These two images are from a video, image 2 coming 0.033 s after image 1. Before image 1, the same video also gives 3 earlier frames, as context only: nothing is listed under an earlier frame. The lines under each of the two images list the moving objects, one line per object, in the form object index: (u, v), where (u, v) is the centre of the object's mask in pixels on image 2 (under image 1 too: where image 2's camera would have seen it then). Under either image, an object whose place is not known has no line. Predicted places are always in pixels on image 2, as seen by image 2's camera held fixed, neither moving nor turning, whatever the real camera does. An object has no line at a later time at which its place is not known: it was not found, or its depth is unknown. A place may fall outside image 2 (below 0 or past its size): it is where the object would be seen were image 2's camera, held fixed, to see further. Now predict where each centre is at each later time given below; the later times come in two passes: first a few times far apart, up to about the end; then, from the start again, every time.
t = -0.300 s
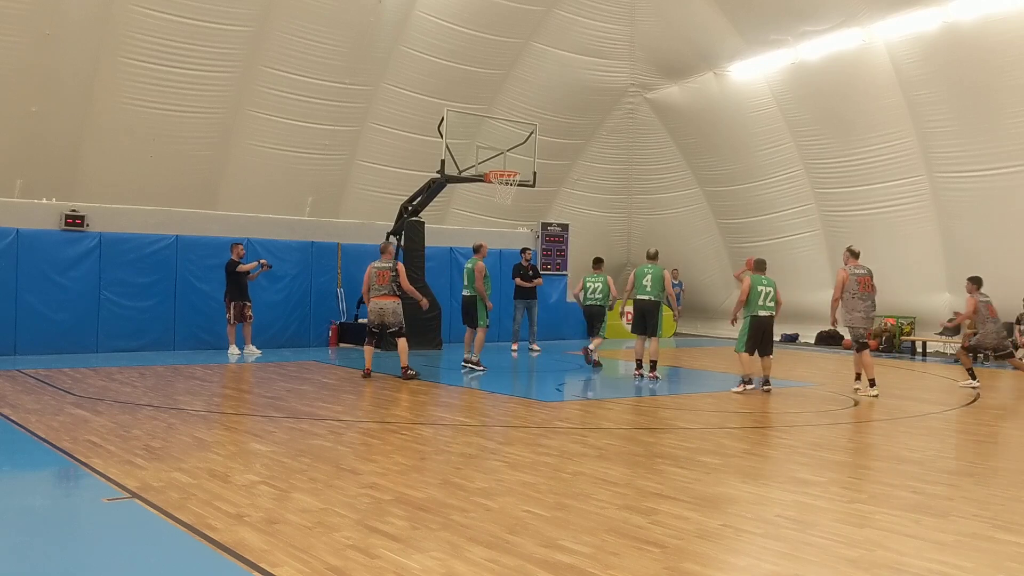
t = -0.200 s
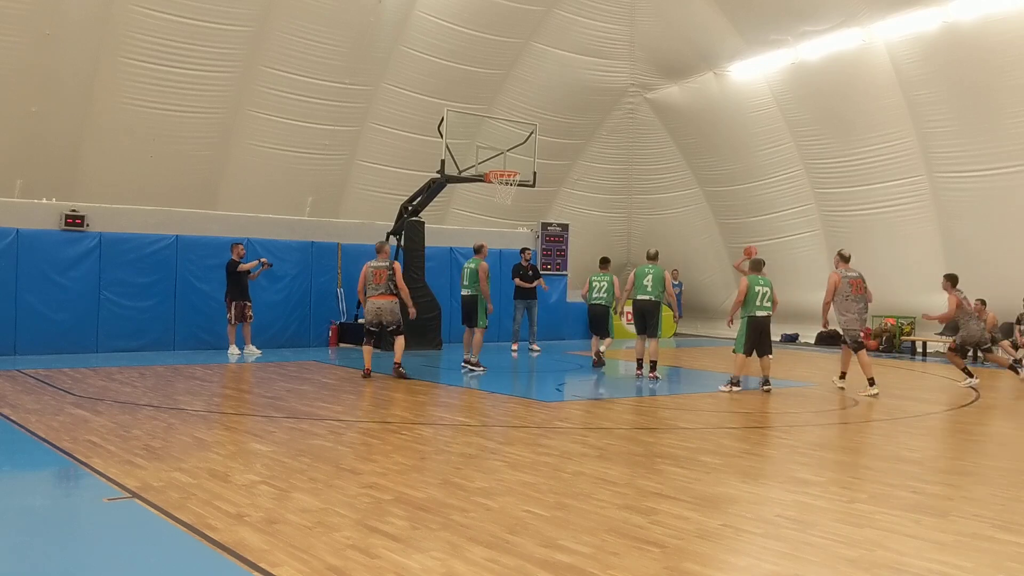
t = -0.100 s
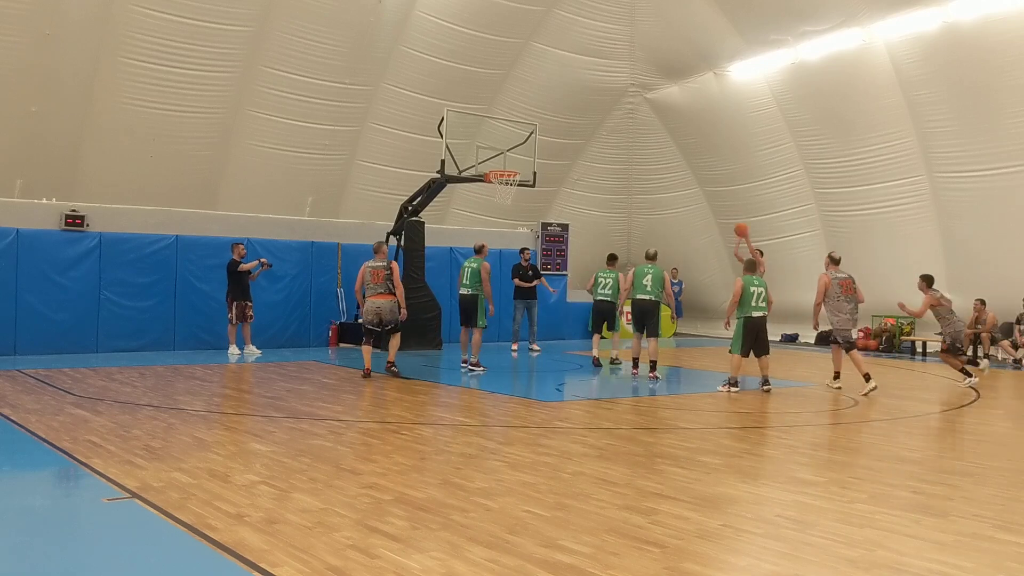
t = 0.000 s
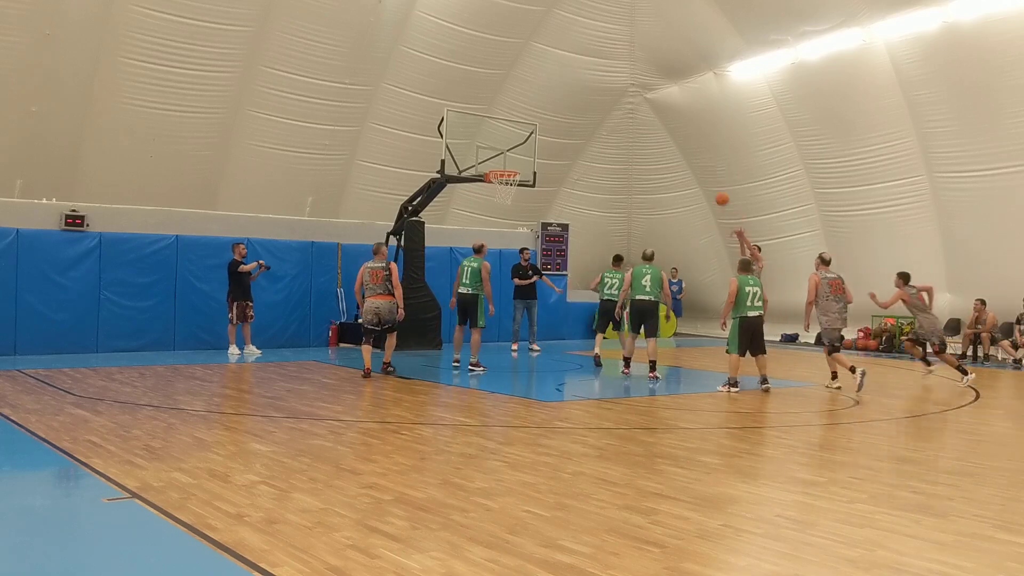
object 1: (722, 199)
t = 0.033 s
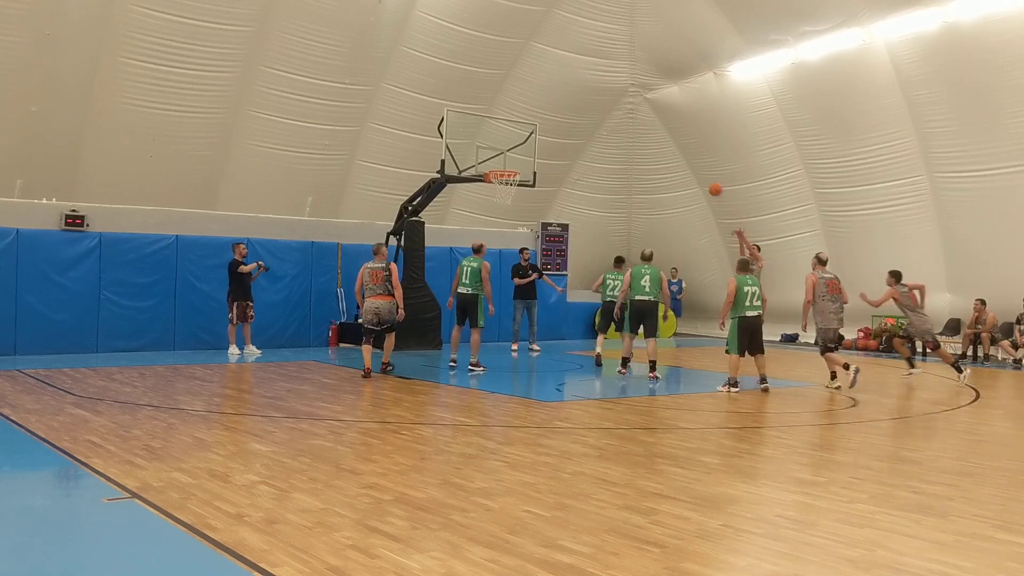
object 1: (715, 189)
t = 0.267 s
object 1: (667, 138)
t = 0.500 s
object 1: (616, 114)
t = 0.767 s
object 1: (554, 126)
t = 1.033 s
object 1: (503, 177)
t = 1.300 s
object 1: (524, 180)
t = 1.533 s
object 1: (523, 200)
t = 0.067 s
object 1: (709, 180)
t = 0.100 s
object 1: (702, 172)
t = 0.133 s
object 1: (695, 164)
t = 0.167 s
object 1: (688, 156)
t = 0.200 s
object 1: (681, 150)
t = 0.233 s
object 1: (674, 143)
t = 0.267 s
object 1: (667, 138)
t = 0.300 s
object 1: (659, 132)
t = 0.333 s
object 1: (653, 128)
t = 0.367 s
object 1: (646, 124)
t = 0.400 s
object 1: (638, 121)
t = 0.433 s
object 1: (631, 118)
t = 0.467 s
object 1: (624, 116)
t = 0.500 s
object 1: (616, 114)
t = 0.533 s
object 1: (608, 114)
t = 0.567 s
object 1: (601, 114)
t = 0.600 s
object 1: (593, 114)
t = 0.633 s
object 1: (586, 115)
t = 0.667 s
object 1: (577, 117)
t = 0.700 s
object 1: (569, 119)
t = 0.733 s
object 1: (561, 122)
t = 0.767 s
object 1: (554, 126)
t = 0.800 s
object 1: (546, 130)
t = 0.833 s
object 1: (537, 136)
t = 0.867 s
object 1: (529, 142)
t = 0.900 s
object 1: (521, 148)
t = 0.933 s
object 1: (512, 155)
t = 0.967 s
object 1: (504, 163)
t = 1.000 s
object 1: (497, 168)
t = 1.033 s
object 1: (503, 177)
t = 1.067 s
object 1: (512, 186)
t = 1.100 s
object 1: (518, 187)
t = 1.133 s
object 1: (522, 186)
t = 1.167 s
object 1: (524, 184)
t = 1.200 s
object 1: (524, 182)
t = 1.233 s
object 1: (524, 181)
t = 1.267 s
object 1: (524, 180)
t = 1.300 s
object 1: (524, 180)
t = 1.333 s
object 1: (525, 181)
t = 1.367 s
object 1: (525, 182)
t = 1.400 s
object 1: (525, 185)
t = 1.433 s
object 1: (524, 187)
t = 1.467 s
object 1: (524, 191)
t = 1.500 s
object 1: (523, 195)
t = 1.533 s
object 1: (523, 200)
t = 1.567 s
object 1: (521, 206)
